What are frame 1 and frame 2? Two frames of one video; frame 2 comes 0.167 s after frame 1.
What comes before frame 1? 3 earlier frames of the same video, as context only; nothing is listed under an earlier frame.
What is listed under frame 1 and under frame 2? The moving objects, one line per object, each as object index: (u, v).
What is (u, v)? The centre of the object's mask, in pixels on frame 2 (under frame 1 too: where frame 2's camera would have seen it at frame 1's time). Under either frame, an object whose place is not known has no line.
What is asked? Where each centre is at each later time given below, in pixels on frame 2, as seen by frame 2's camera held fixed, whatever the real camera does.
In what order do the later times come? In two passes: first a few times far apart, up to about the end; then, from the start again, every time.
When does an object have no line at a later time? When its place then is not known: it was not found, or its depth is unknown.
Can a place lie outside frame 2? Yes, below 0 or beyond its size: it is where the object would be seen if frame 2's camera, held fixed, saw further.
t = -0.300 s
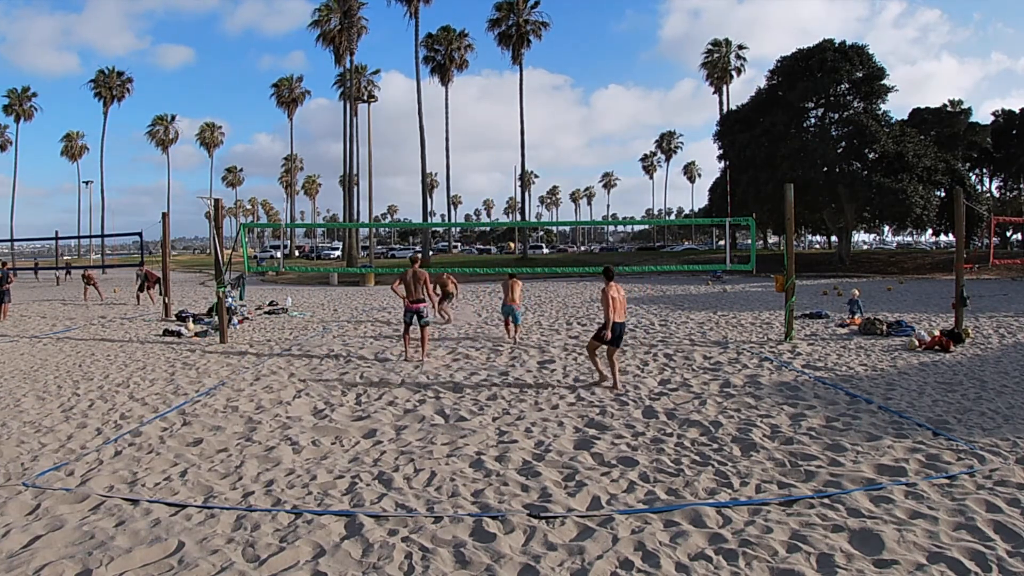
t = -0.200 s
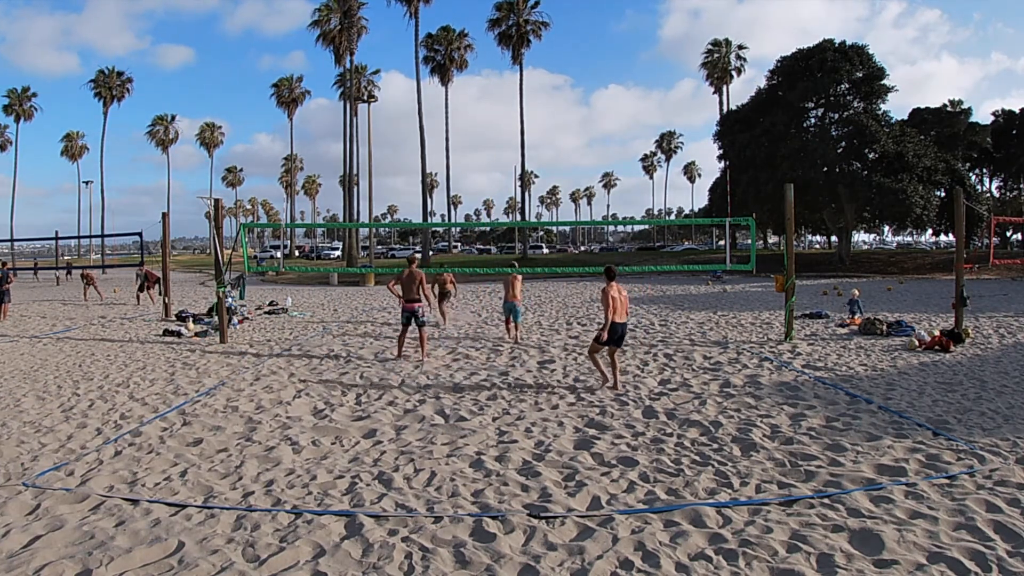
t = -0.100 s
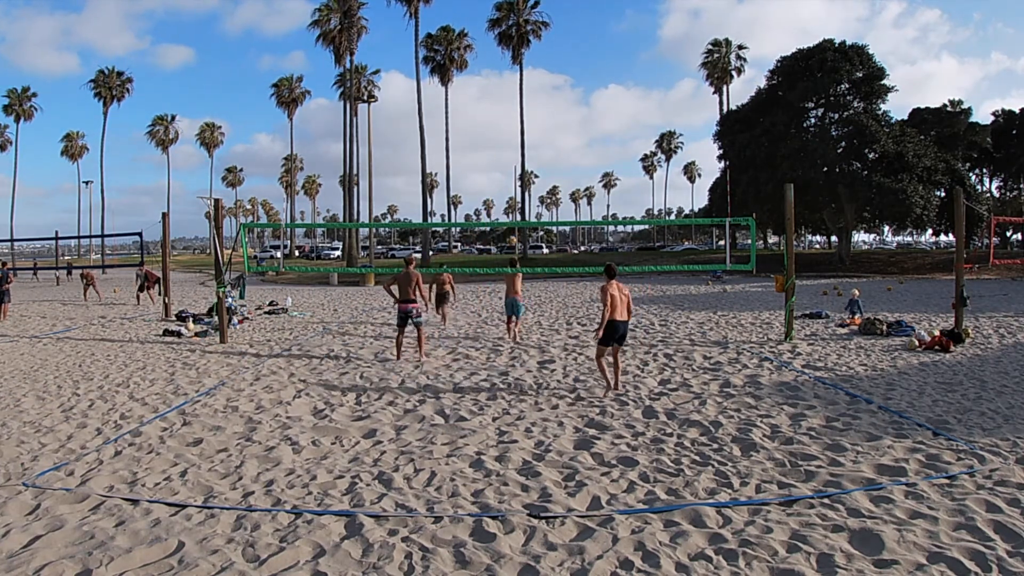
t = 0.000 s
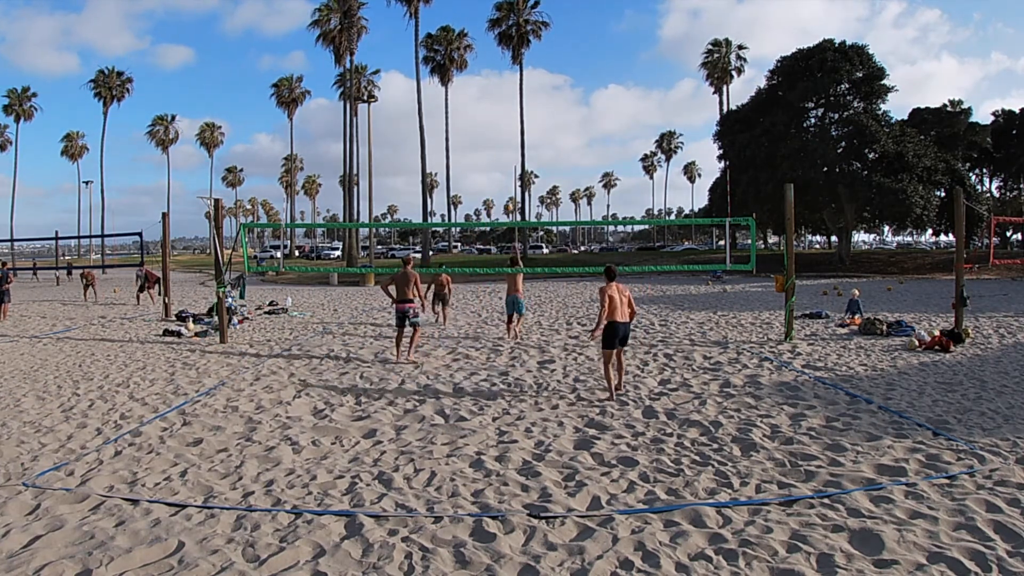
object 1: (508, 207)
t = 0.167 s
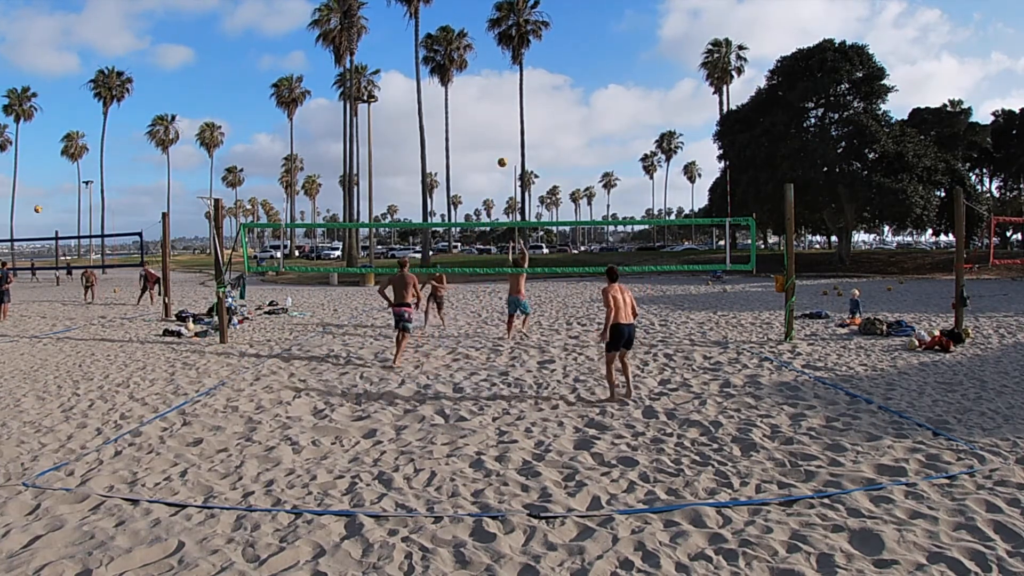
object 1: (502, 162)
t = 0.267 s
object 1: (499, 141)
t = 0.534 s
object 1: (489, 107)
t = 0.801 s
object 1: (480, 105)
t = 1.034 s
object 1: (471, 130)
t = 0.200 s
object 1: (501, 154)
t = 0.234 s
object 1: (500, 148)
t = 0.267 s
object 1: (499, 141)
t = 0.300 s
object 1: (497, 135)
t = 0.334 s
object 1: (496, 129)
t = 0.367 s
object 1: (495, 124)
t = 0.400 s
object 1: (494, 120)
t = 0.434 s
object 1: (493, 116)
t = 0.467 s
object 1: (492, 112)
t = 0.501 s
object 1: (491, 109)
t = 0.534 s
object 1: (489, 107)
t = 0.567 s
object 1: (488, 105)
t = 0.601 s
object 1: (487, 103)
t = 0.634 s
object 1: (486, 102)
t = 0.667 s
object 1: (485, 102)
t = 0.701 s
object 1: (484, 102)
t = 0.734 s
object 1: (482, 102)
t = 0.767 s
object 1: (481, 103)
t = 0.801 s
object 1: (480, 105)
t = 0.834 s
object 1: (479, 107)
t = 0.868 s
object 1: (478, 109)
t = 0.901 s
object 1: (476, 112)
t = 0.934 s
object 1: (475, 116)
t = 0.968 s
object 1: (474, 120)
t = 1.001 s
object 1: (472, 125)
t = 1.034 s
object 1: (471, 130)
